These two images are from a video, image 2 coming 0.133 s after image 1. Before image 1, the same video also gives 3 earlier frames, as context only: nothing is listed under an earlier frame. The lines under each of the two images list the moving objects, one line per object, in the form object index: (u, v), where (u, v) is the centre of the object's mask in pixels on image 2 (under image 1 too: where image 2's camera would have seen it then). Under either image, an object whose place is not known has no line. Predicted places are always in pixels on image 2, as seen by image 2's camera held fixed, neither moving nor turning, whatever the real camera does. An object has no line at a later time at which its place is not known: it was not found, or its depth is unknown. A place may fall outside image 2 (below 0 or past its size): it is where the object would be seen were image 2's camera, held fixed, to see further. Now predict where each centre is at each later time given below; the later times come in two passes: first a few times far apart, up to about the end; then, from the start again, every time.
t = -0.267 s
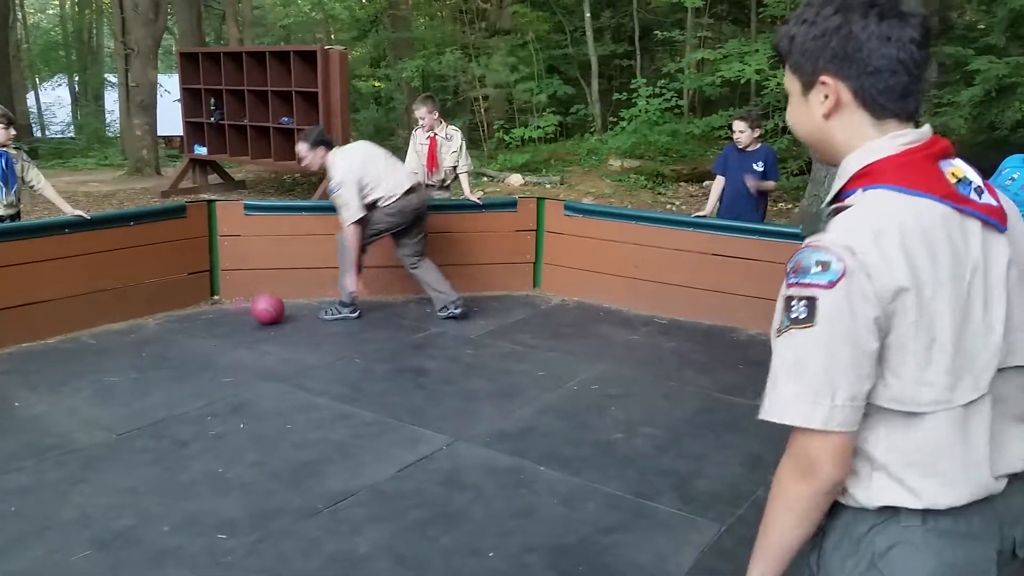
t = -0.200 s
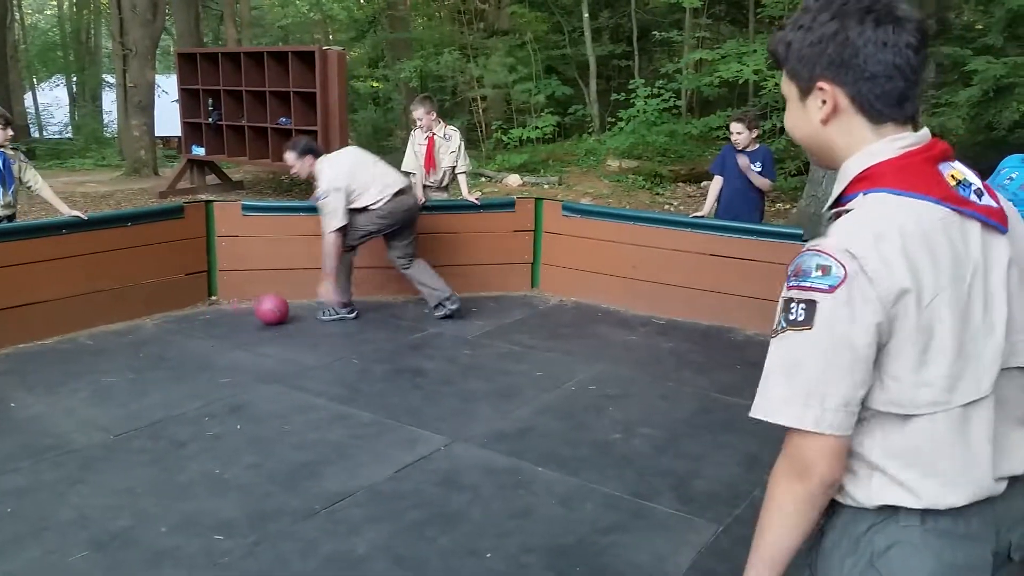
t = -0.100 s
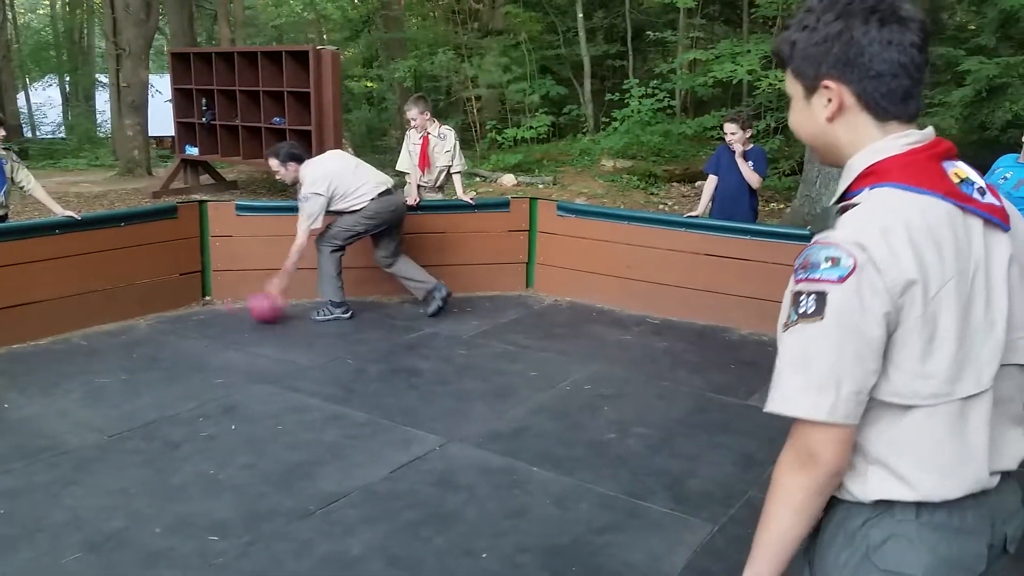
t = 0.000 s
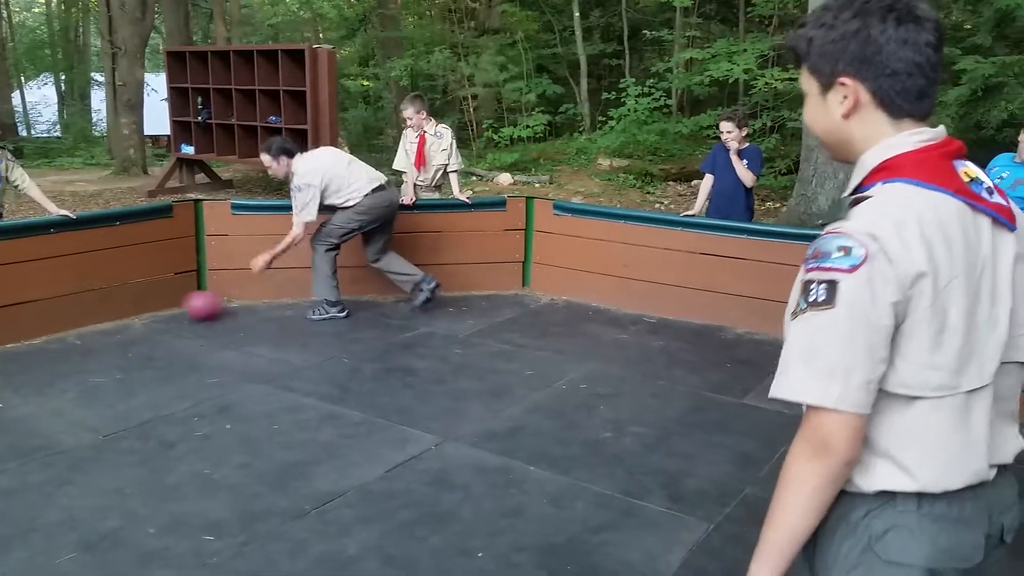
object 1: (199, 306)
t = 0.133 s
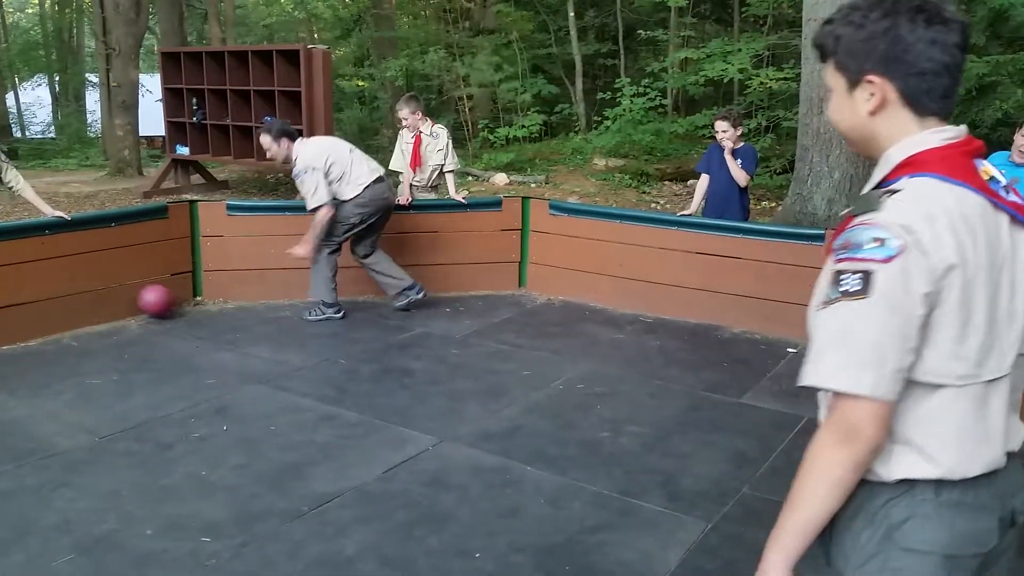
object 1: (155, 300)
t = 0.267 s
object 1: (170, 313)
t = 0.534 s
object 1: (187, 331)
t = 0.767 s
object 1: (193, 342)
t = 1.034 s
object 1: (204, 352)
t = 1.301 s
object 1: (216, 368)
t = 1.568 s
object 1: (224, 384)
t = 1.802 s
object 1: (231, 400)
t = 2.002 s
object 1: (237, 415)
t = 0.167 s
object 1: (158, 301)
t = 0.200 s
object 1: (162, 303)
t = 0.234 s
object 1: (166, 307)
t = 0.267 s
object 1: (170, 313)
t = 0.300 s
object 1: (175, 320)
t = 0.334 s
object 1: (176, 320)
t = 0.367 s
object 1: (177, 318)
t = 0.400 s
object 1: (179, 319)
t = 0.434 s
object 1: (181, 320)
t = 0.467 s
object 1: (183, 323)
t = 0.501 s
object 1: (185, 328)
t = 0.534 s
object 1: (187, 331)
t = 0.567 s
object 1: (187, 329)
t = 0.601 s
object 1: (188, 328)
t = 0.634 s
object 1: (189, 329)
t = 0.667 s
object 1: (190, 331)
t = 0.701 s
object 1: (192, 335)
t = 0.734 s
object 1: (193, 342)
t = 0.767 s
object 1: (193, 342)
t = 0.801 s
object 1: (195, 342)
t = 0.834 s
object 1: (195, 341)
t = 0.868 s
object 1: (198, 343)
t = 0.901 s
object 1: (199, 347)
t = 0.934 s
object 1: (201, 351)
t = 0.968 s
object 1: (202, 352)
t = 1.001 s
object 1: (203, 351)
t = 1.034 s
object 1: (204, 352)
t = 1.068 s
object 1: (206, 354)
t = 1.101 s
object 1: (208, 359)
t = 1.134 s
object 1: (209, 360)
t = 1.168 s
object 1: (211, 360)
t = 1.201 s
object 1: (212, 361)
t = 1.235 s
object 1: (214, 365)
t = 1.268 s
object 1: (215, 368)
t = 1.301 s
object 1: (216, 368)
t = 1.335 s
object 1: (217, 369)
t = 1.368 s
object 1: (219, 371)
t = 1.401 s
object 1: (220, 375)
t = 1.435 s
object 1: (221, 375)
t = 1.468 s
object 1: (222, 375)
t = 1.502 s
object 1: (223, 378)
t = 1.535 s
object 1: (224, 382)
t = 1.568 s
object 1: (224, 384)
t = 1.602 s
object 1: (226, 384)
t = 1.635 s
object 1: (227, 387)
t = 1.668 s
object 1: (227, 391)
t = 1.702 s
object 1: (228, 392)
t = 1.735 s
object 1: (229, 394)
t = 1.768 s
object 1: (230, 397)
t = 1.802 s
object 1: (231, 400)
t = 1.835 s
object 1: (232, 401)
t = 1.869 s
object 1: (234, 404)
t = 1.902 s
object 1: (235, 407)
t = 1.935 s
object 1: (235, 409)
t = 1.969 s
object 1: (236, 413)
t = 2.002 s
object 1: (237, 415)
